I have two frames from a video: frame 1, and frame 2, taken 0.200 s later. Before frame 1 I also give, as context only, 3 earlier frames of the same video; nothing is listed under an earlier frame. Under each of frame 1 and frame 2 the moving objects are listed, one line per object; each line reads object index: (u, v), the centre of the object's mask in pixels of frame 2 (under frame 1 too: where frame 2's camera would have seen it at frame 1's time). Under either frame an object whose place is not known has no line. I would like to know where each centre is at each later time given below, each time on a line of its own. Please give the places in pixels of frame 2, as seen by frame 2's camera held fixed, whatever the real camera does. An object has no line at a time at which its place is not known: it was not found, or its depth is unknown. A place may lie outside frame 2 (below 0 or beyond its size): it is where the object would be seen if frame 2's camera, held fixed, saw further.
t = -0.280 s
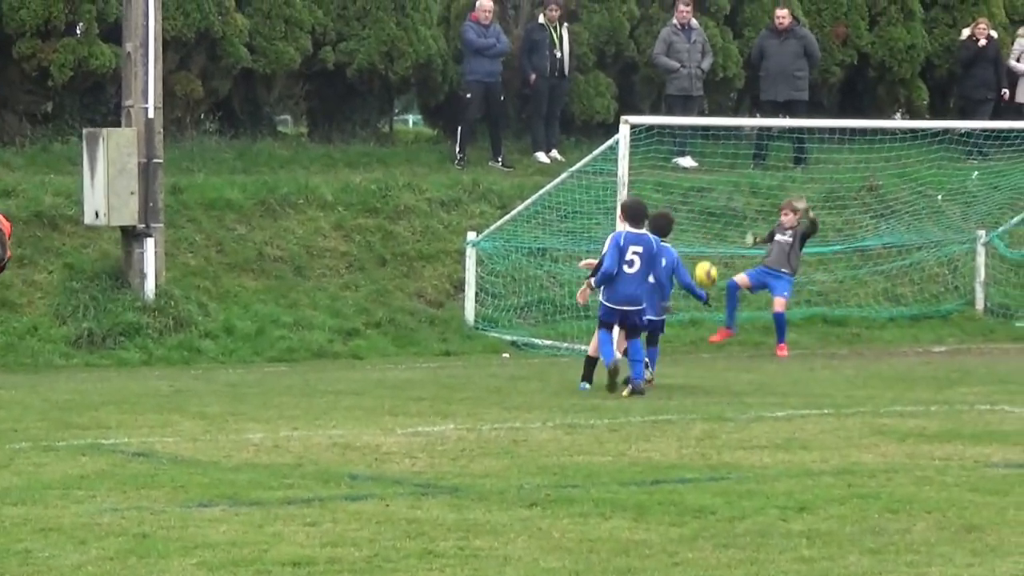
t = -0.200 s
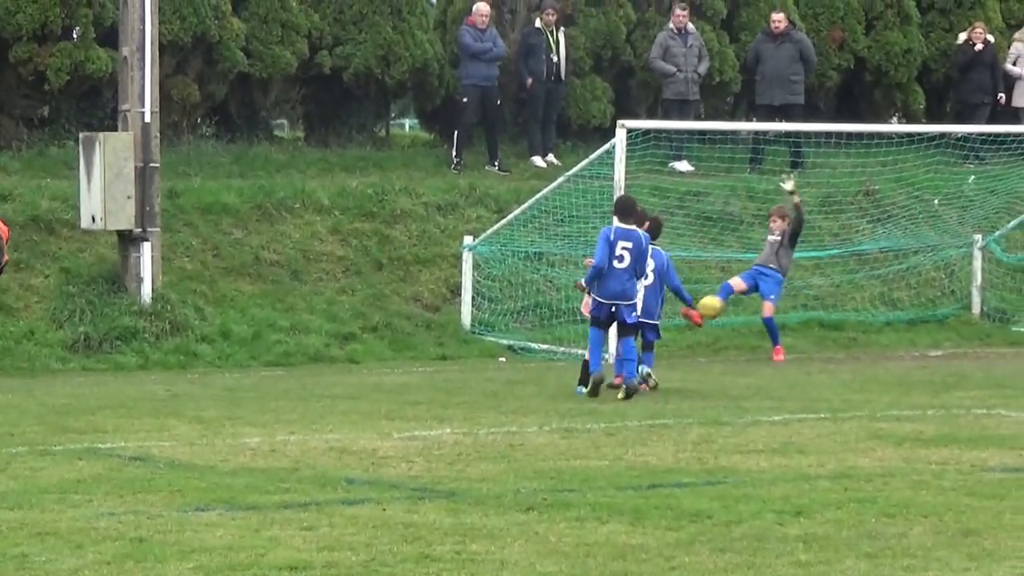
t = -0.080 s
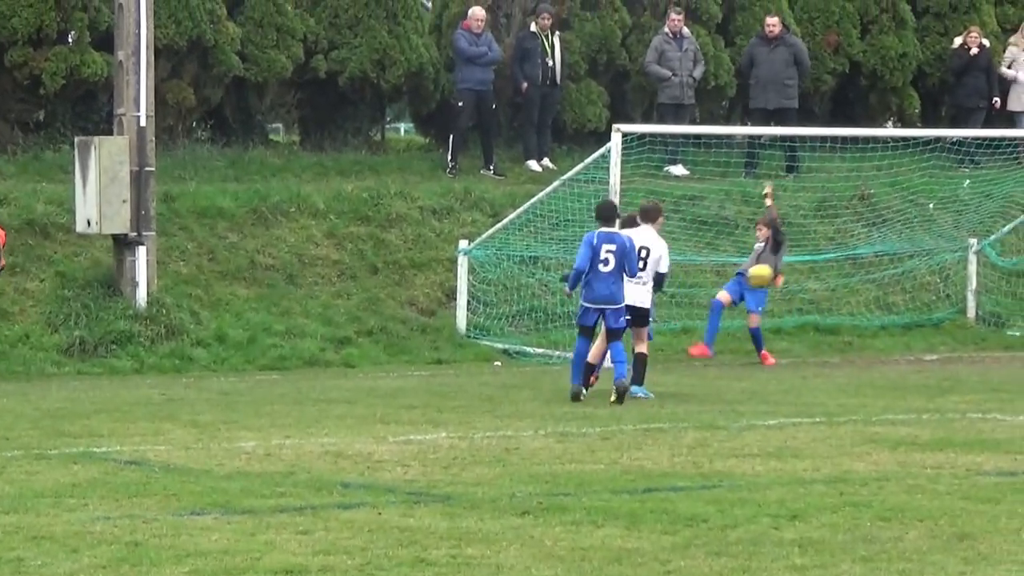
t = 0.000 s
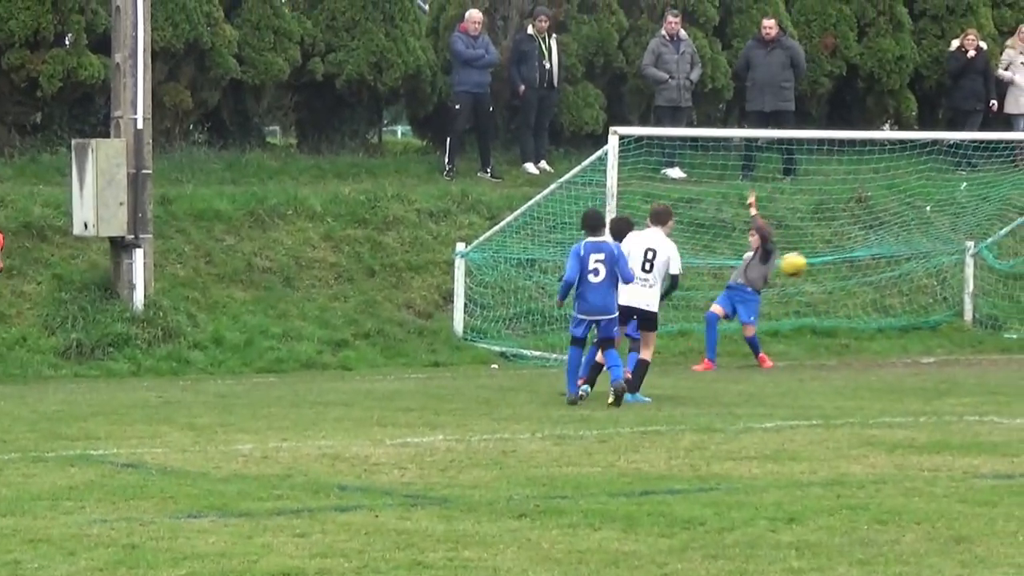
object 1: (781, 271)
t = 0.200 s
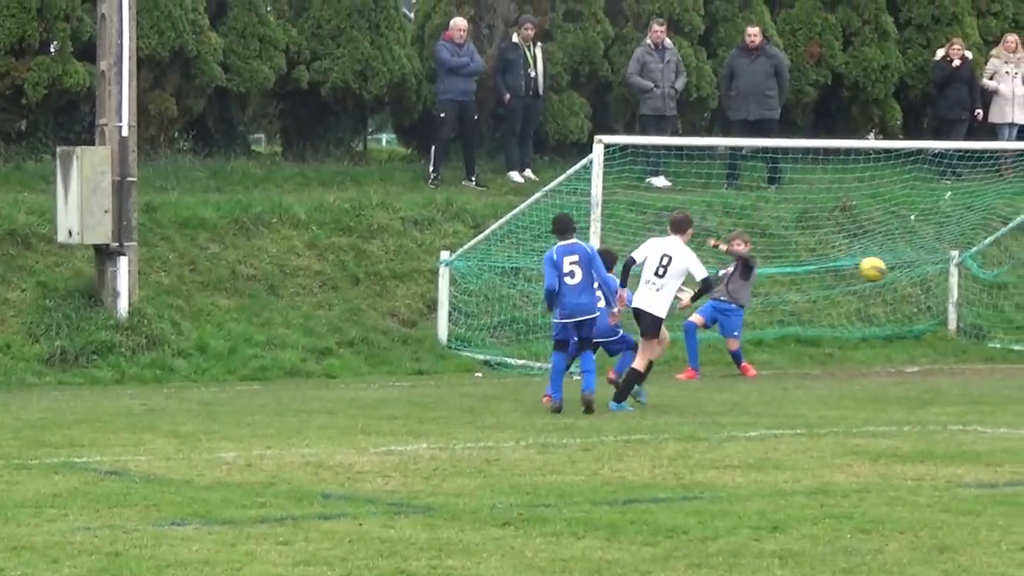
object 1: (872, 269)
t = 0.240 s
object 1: (889, 275)
